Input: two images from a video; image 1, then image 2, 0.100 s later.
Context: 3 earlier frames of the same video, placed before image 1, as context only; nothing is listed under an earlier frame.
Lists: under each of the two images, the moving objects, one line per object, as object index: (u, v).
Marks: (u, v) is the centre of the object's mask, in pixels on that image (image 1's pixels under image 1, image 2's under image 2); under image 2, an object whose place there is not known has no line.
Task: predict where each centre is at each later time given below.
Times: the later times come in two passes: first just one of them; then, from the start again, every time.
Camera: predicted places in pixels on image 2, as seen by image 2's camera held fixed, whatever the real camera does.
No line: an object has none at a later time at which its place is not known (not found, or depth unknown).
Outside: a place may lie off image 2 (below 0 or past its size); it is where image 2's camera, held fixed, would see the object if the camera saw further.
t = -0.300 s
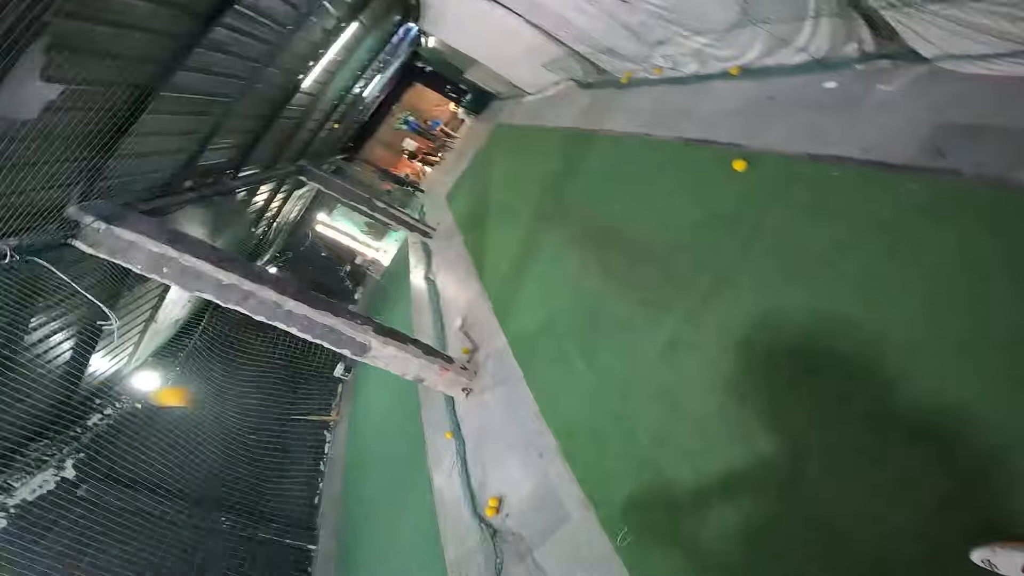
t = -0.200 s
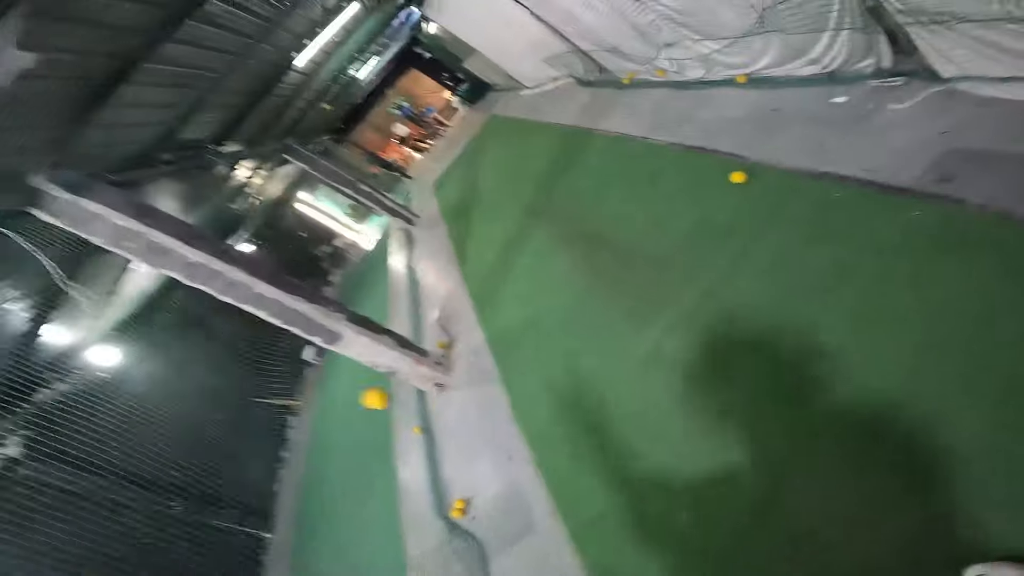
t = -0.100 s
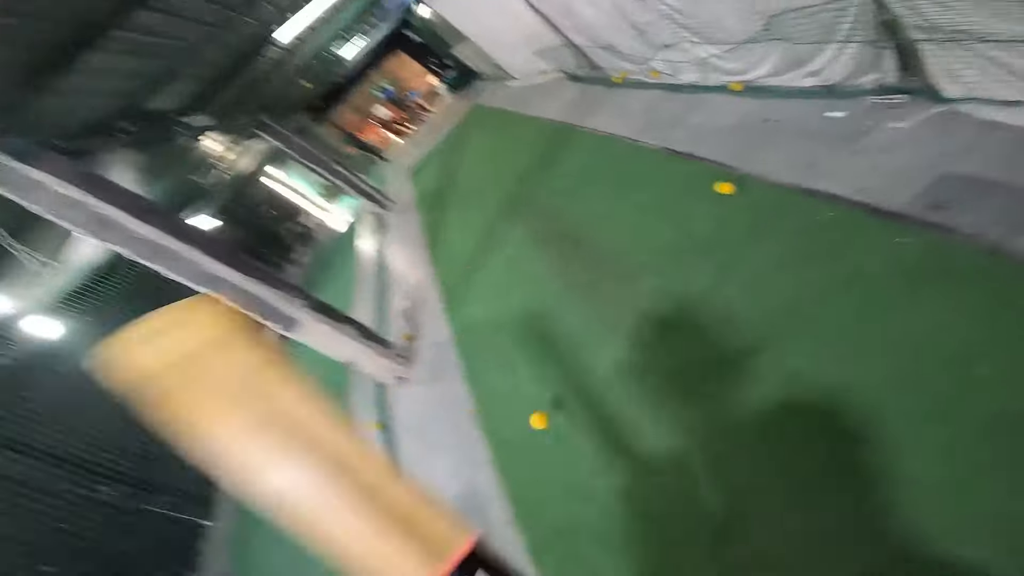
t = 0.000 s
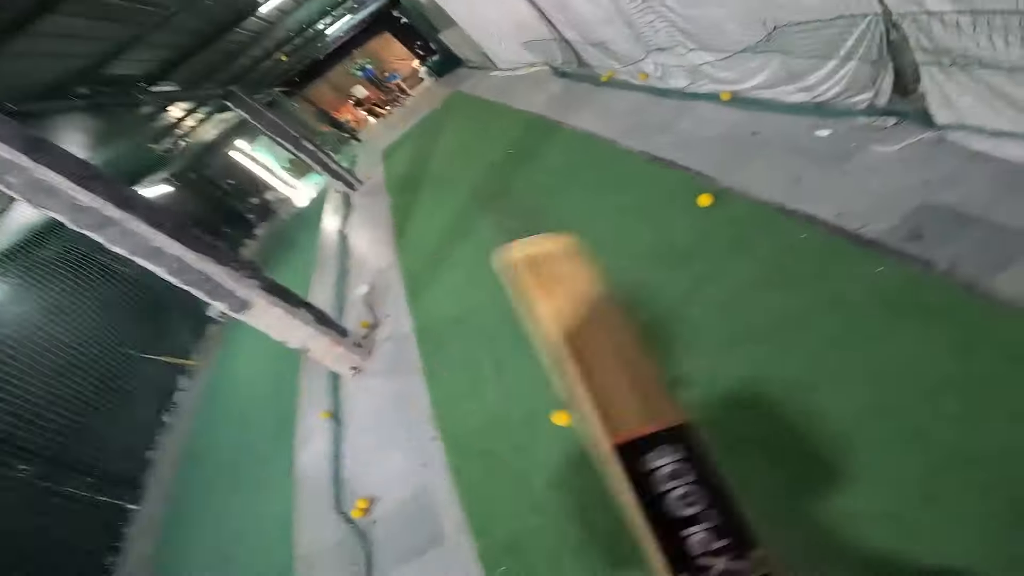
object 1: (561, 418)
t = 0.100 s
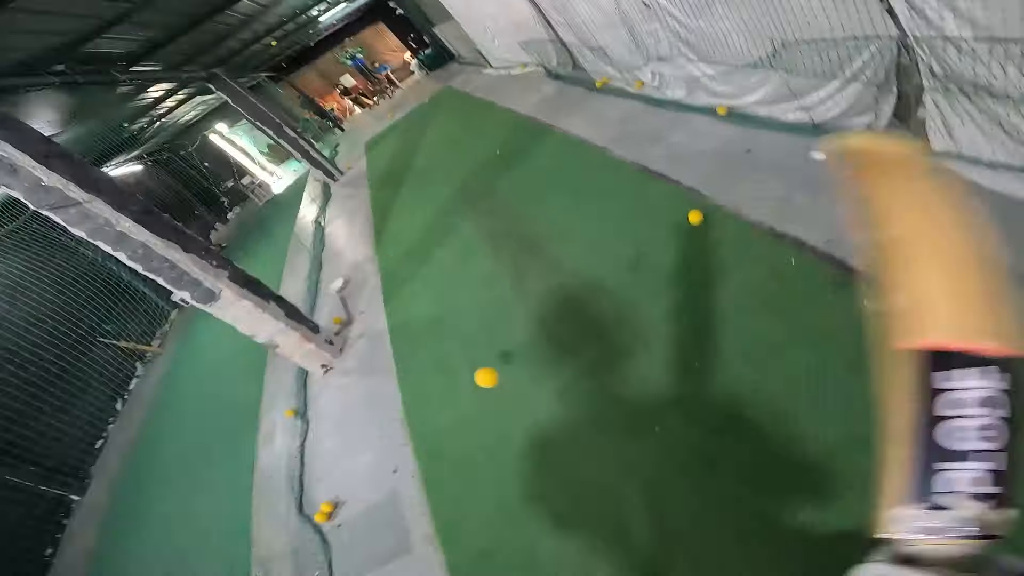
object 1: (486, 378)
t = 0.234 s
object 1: (425, 311)
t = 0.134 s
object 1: (469, 360)
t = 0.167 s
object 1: (454, 343)
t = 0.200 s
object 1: (439, 327)
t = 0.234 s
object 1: (425, 311)
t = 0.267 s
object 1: (410, 297)
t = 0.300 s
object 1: (398, 285)
